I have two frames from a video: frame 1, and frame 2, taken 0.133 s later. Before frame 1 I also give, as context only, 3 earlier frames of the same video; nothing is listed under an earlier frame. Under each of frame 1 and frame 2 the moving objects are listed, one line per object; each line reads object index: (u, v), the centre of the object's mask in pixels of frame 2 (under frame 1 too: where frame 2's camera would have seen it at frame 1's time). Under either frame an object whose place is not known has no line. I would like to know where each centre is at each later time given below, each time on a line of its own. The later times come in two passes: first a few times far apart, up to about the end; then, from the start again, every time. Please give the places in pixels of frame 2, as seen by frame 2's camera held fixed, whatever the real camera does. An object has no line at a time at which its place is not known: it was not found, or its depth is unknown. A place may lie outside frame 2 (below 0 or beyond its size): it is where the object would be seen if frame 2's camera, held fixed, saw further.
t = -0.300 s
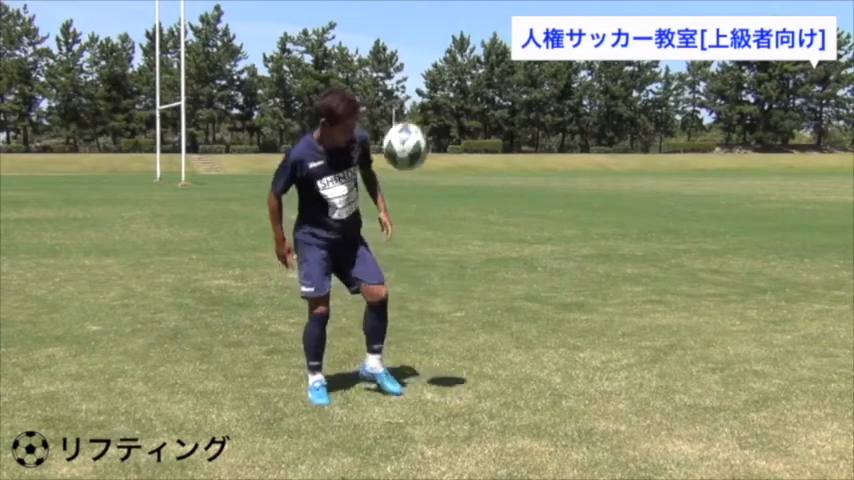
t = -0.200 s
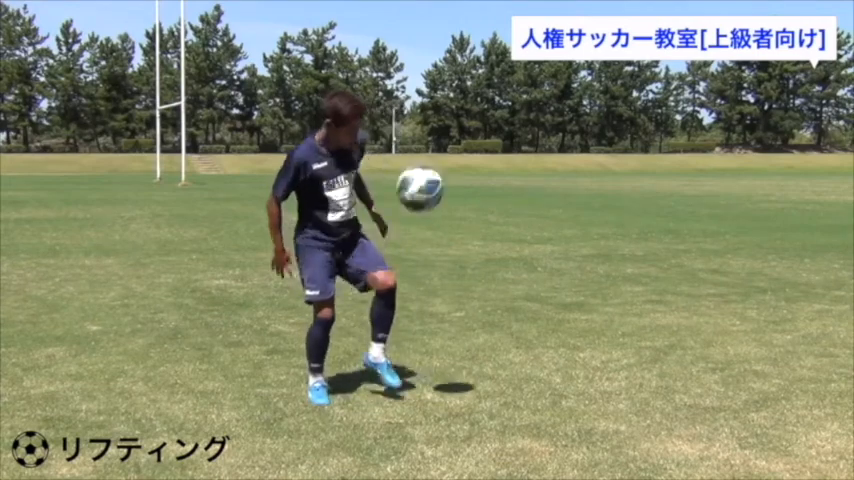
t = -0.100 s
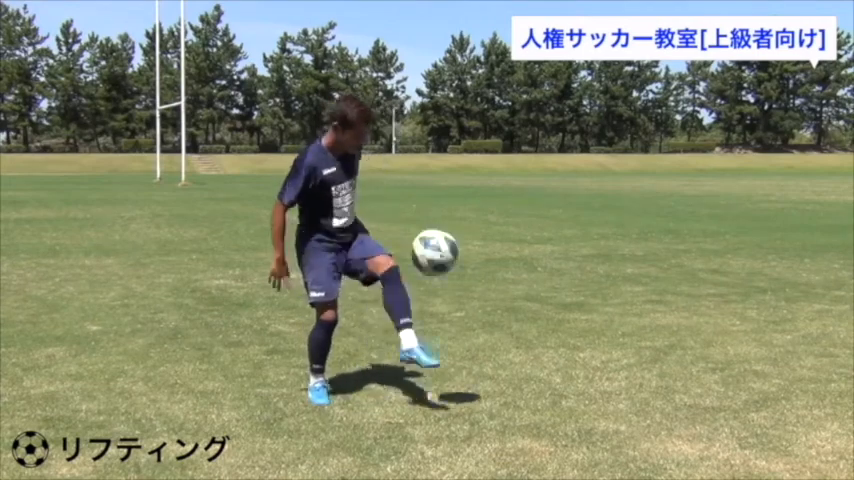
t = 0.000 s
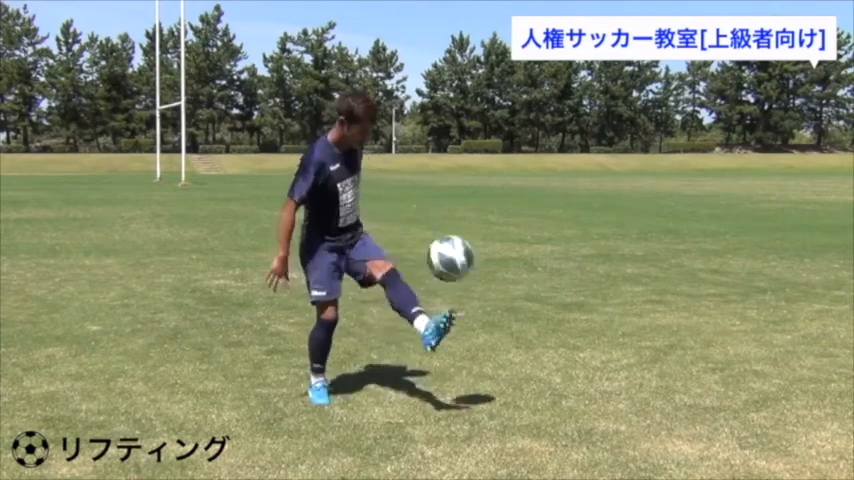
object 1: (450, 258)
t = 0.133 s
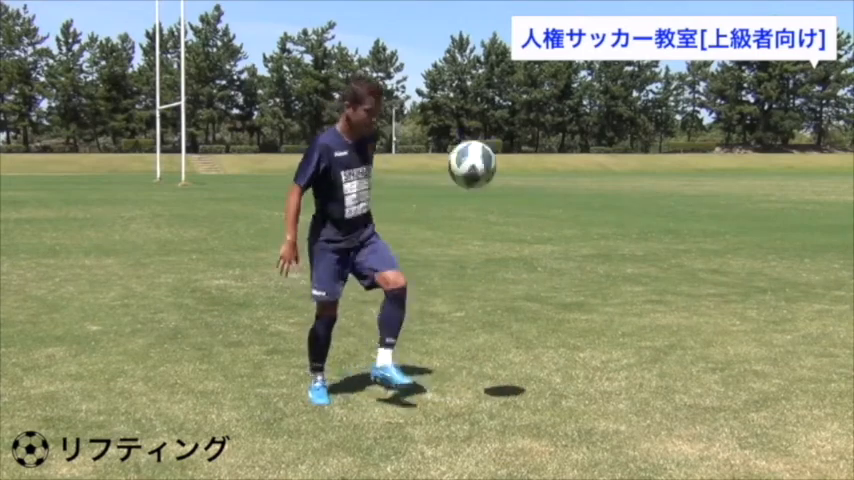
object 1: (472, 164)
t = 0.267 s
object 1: (494, 105)
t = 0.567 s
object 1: (548, 108)
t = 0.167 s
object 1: (477, 146)
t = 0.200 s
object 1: (484, 128)
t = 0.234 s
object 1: (488, 116)
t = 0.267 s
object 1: (494, 105)
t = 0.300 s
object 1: (501, 96)
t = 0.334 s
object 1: (506, 89)
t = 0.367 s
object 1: (512, 85)
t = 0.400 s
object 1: (518, 82)
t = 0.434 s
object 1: (523, 82)
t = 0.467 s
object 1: (530, 85)
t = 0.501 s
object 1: (535, 90)
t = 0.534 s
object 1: (542, 98)
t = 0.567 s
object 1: (548, 108)
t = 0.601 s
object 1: (553, 121)
